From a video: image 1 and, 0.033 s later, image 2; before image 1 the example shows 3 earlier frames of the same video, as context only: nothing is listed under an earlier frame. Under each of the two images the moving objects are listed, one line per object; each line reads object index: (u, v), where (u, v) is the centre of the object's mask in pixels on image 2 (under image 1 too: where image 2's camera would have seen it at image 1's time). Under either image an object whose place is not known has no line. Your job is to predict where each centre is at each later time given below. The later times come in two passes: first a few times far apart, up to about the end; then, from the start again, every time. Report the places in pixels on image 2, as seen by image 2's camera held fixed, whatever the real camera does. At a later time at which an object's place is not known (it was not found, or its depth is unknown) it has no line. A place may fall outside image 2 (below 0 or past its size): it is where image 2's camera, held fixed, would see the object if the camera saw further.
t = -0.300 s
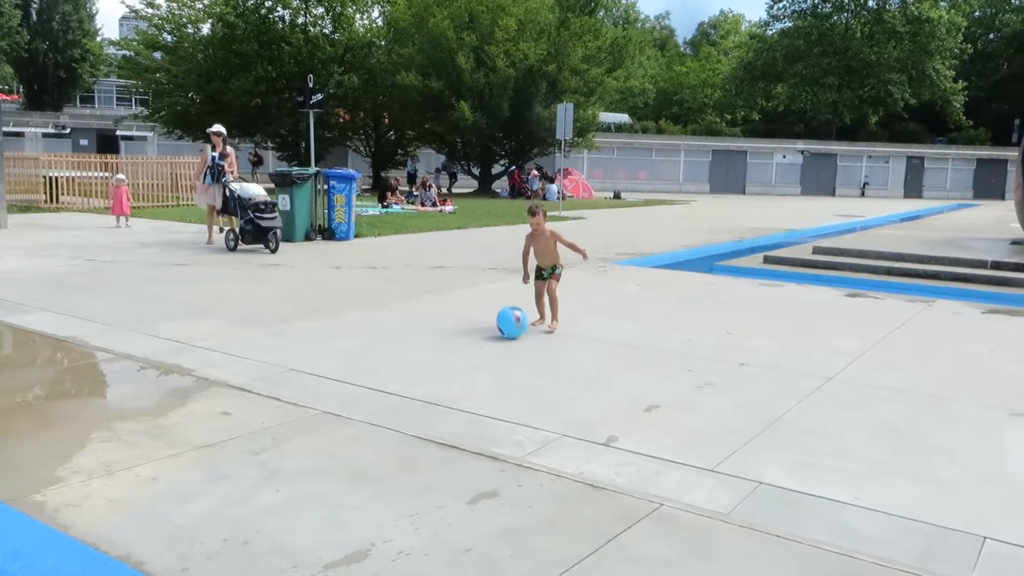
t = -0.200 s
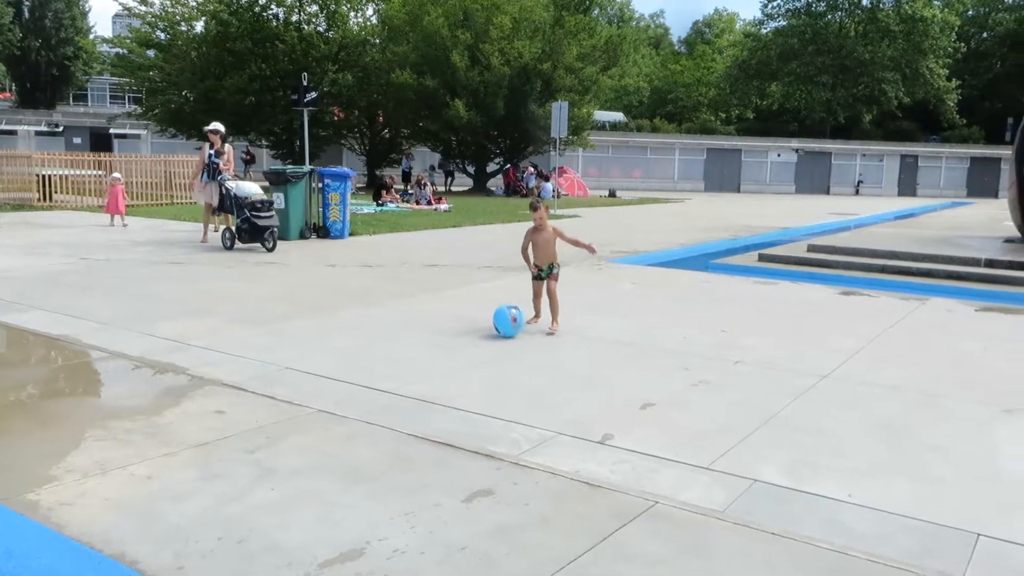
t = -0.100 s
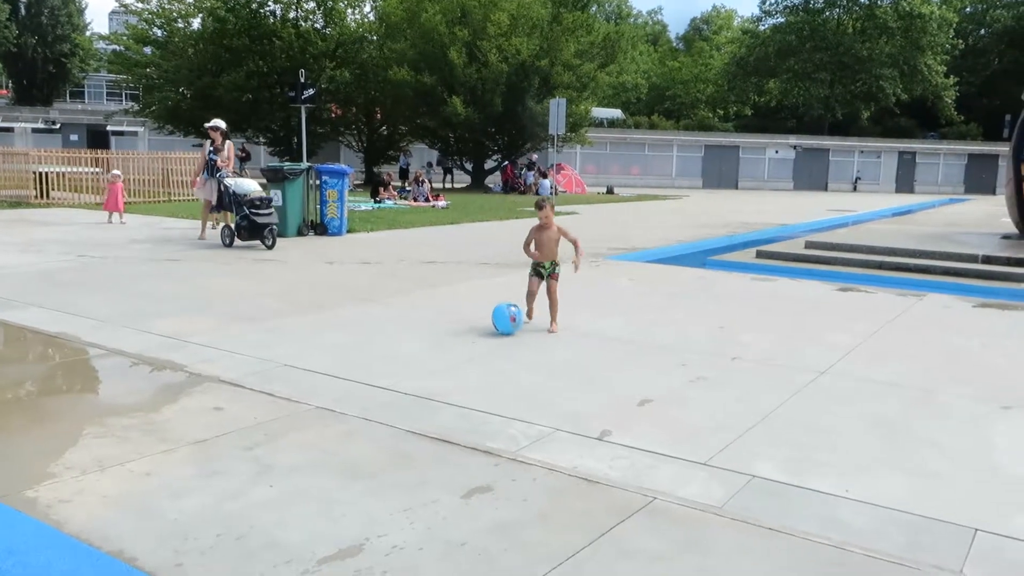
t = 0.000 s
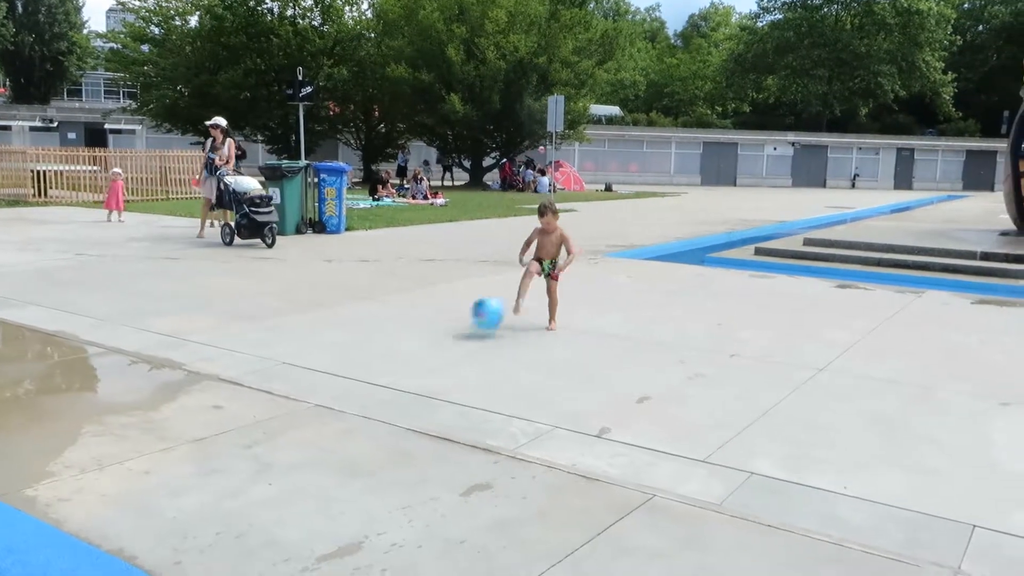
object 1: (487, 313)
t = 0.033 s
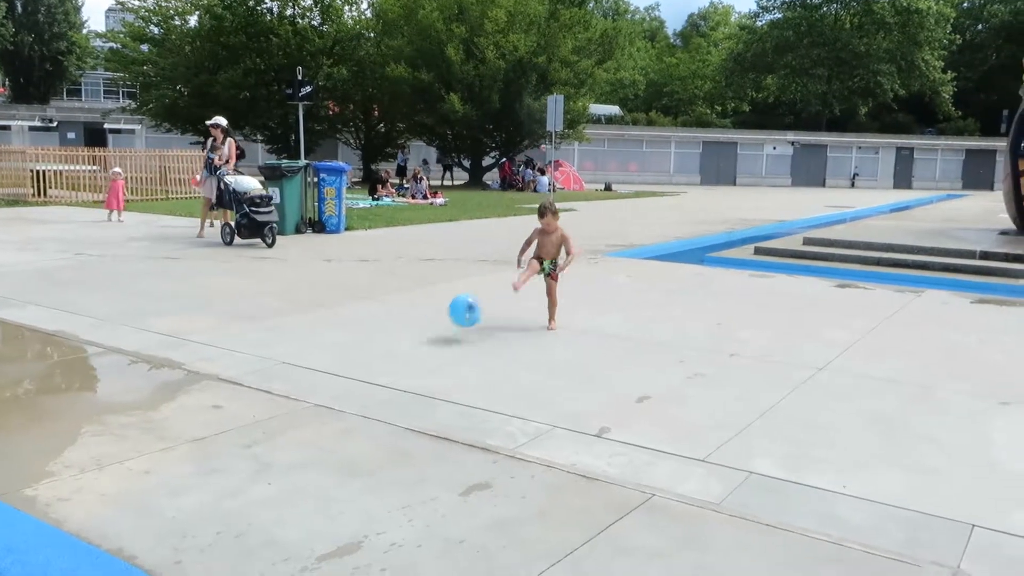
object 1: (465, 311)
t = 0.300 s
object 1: (275, 333)
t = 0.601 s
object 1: (127, 327)
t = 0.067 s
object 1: (443, 309)
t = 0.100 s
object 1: (419, 309)
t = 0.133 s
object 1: (396, 309)
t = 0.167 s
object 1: (372, 312)
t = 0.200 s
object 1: (348, 314)
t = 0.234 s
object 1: (323, 319)
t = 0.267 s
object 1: (299, 325)
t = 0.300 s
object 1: (275, 333)
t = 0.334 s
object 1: (251, 343)
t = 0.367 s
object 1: (228, 355)
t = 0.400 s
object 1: (211, 351)
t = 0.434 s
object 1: (196, 344)
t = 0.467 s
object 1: (182, 338)
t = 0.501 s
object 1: (168, 333)
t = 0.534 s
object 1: (155, 329)
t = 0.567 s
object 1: (141, 327)
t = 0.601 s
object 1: (127, 327)
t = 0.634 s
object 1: (114, 328)
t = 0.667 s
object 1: (101, 332)
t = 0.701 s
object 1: (89, 337)
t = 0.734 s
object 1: (77, 343)
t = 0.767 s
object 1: (66, 351)
